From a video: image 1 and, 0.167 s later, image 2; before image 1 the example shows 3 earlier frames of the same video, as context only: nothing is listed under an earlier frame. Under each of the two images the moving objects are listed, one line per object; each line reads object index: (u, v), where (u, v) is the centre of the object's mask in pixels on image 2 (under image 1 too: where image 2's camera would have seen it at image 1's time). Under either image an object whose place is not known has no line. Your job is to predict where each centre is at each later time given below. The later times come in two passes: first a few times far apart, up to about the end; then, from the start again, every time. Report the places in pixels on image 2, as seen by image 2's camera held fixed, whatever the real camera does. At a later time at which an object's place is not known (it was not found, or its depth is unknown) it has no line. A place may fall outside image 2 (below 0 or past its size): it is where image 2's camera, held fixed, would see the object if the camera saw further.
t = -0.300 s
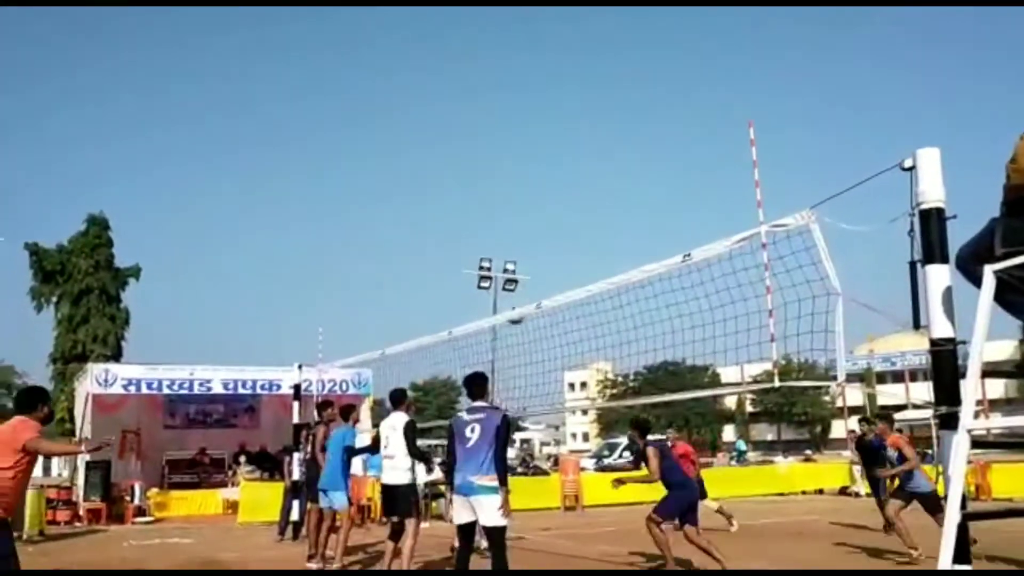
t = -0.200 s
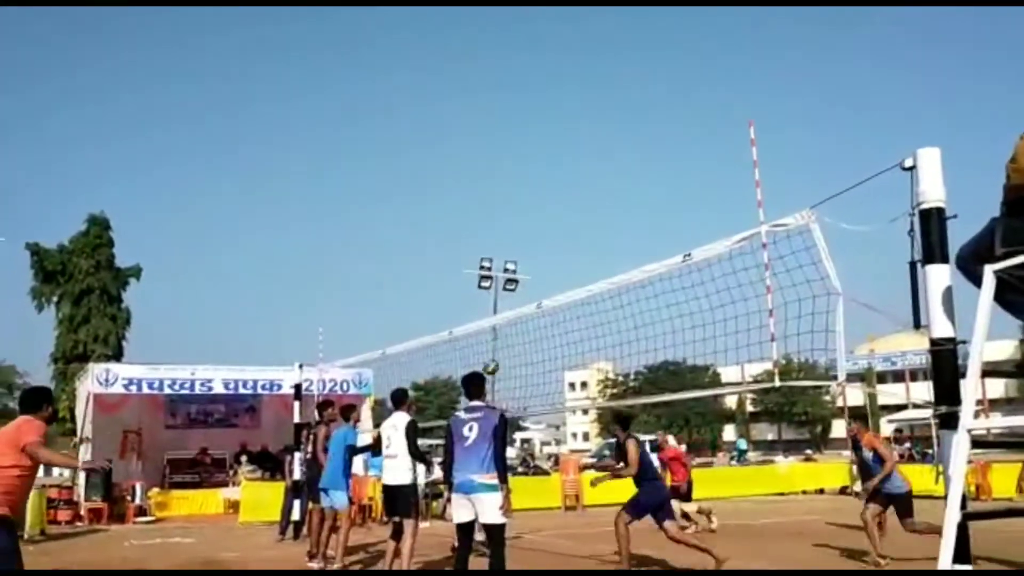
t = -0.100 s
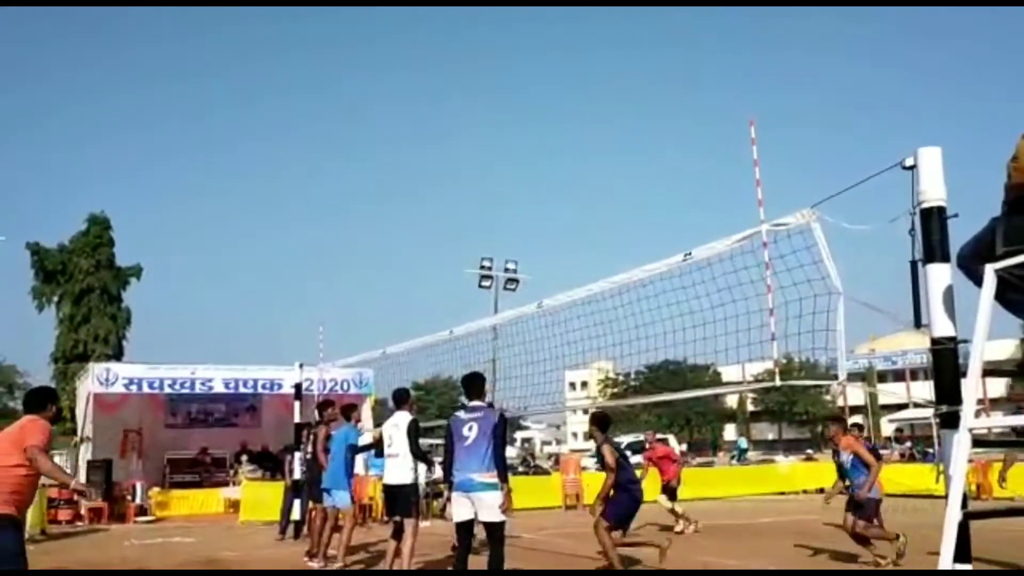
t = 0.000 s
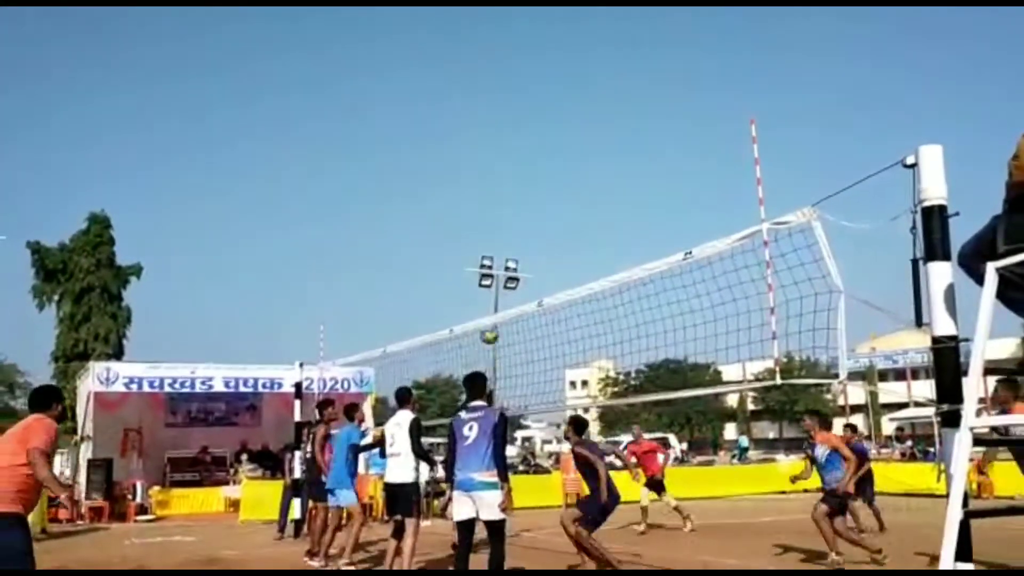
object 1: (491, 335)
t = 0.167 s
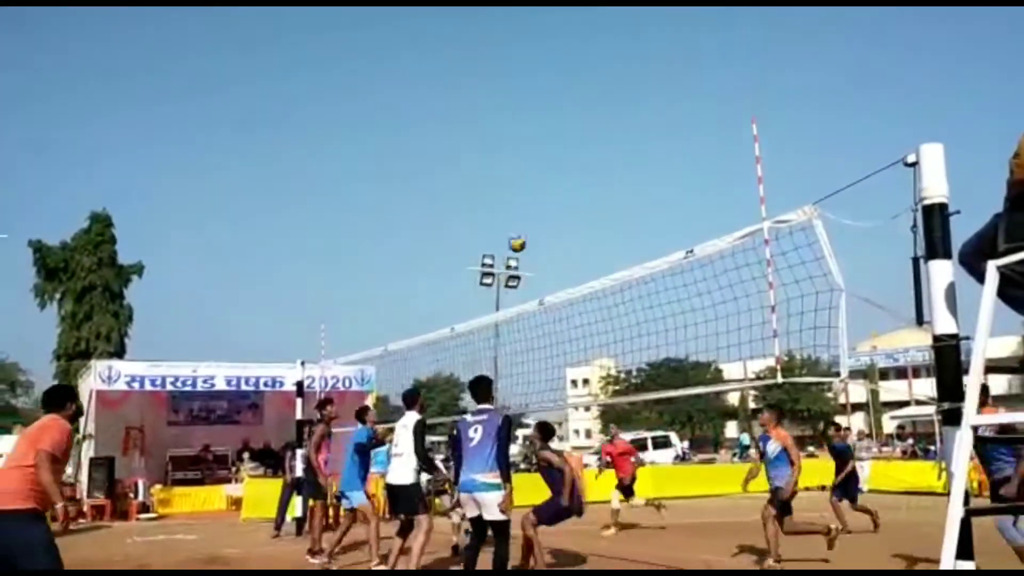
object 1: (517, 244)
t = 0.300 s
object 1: (540, 185)
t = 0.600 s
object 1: (601, 99)
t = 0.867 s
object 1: (666, 86)
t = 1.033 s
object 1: (713, 116)
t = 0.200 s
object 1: (523, 228)
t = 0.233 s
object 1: (528, 213)
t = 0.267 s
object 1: (534, 198)
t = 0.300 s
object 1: (540, 185)
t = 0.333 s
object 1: (546, 171)
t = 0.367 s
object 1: (553, 160)
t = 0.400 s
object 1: (559, 148)
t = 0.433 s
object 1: (566, 138)
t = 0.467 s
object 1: (573, 128)
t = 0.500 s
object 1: (580, 120)
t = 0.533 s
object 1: (587, 112)
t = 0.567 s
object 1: (594, 106)
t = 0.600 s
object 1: (601, 99)
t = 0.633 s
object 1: (608, 94)
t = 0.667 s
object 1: (615, 90)
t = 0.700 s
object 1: (624, 87)
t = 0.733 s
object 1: (632, 85)
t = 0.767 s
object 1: (640, 83)
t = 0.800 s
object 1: (648, 84)
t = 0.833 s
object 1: (658, 84)
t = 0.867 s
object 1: (666, 86)
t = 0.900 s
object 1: (675, 90)
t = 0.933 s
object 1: (684, 95)
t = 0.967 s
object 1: (694, 100)
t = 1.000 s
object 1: (703, 108)
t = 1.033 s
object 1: (713, 116)
